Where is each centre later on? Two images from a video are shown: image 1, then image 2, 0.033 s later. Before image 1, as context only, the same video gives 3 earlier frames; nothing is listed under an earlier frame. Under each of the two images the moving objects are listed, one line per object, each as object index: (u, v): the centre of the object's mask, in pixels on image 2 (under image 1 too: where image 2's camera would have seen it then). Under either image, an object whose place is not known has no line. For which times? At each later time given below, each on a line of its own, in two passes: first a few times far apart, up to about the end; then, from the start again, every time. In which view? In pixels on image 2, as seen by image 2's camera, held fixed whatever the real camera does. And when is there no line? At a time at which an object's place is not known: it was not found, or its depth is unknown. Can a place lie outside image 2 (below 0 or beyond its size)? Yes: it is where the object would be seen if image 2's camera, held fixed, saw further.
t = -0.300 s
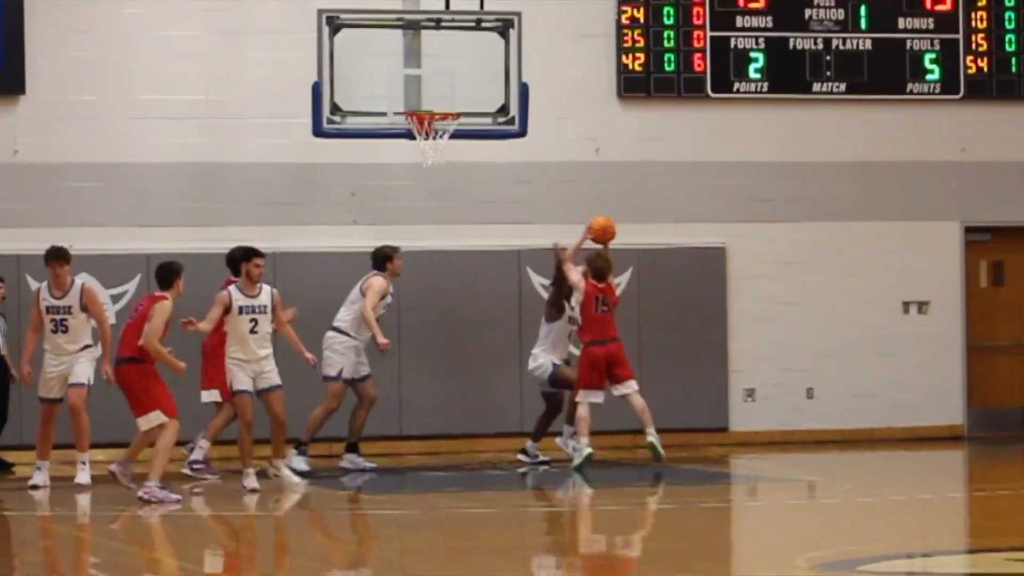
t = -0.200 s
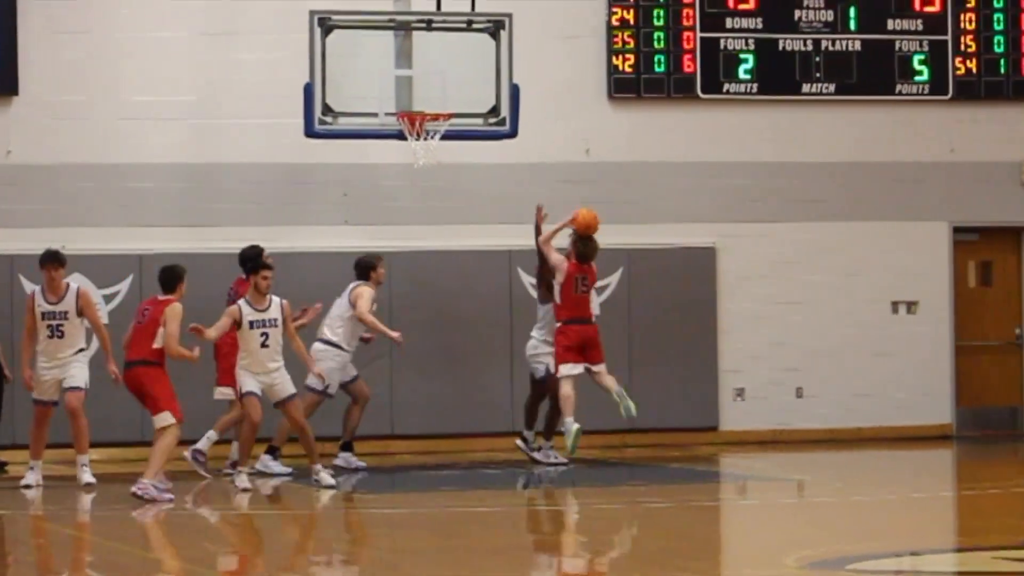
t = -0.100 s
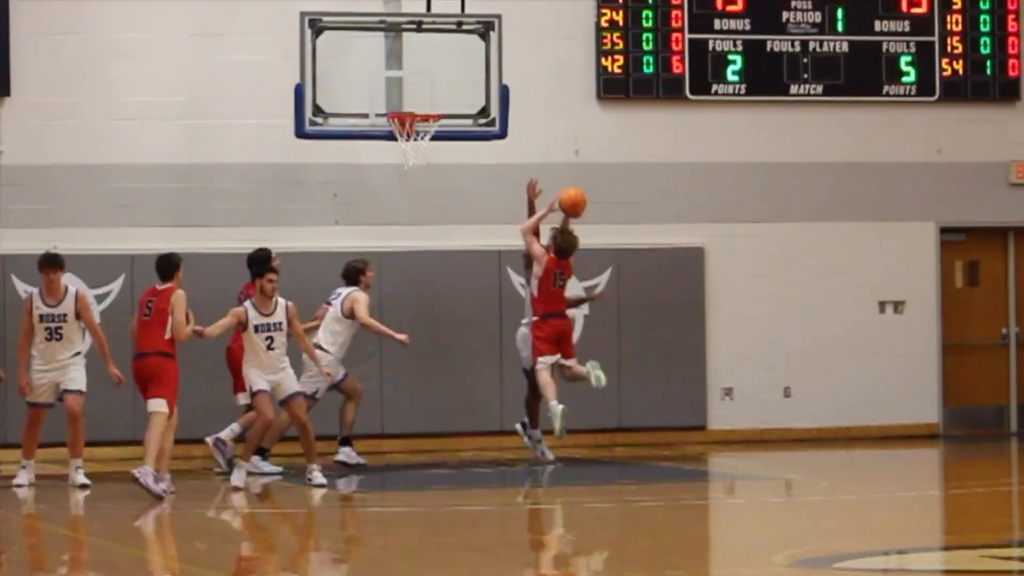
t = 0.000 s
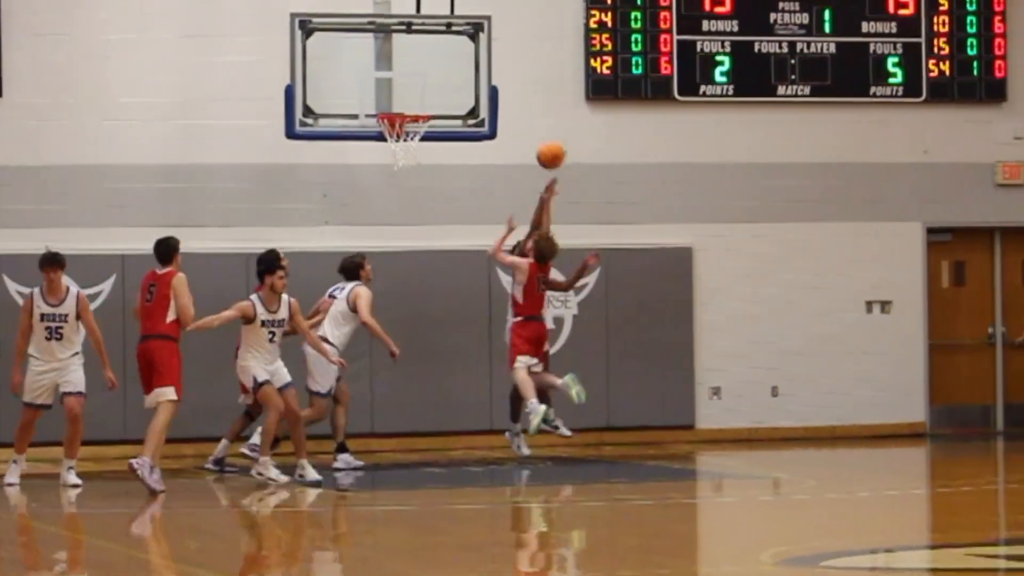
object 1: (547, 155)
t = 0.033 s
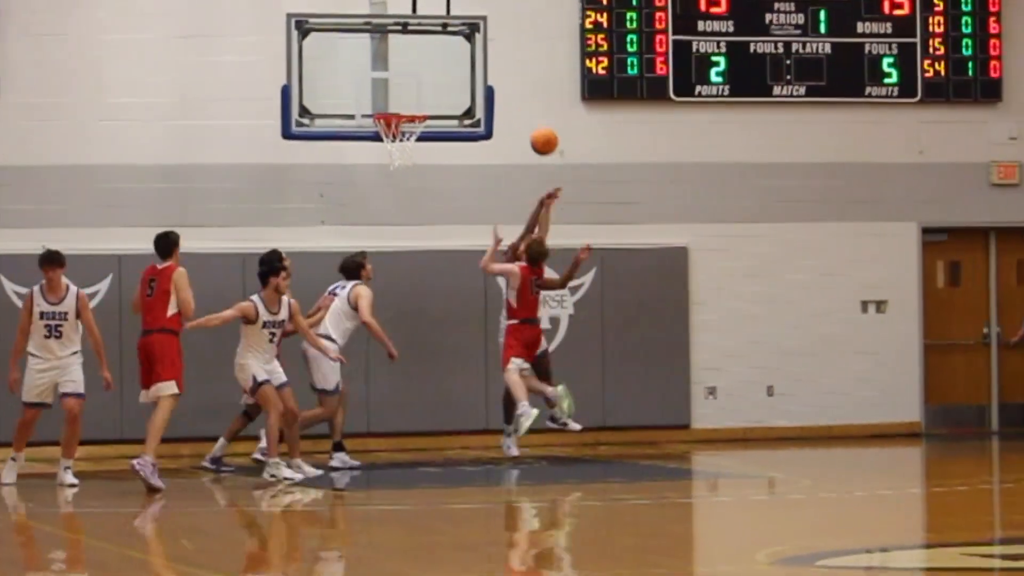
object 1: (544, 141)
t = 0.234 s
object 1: (532, 83)
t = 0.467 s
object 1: (519, 73)
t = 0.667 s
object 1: (509, 113)
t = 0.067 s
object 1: (542, 128)
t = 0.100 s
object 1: (540, 117)
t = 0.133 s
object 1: (538, 107)
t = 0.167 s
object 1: (536, 98)
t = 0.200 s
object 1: (534, 90)
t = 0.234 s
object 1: (532, 83)
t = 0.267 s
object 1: (530, 78)
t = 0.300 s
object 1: (528, 74)
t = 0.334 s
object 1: (526, 72)
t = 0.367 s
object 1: (524, 71)
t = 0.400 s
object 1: (522, 70)
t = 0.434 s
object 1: (521, 71)
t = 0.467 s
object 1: (519, 73)
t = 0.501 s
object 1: (517, 77)
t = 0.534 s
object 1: (516, 82)
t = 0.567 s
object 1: (514, 88)
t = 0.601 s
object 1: (512, 95)
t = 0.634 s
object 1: (511, 104)
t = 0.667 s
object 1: (509, 113)
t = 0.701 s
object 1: (507, 124)
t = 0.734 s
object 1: (506, 136)
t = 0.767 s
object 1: (504, 149)
